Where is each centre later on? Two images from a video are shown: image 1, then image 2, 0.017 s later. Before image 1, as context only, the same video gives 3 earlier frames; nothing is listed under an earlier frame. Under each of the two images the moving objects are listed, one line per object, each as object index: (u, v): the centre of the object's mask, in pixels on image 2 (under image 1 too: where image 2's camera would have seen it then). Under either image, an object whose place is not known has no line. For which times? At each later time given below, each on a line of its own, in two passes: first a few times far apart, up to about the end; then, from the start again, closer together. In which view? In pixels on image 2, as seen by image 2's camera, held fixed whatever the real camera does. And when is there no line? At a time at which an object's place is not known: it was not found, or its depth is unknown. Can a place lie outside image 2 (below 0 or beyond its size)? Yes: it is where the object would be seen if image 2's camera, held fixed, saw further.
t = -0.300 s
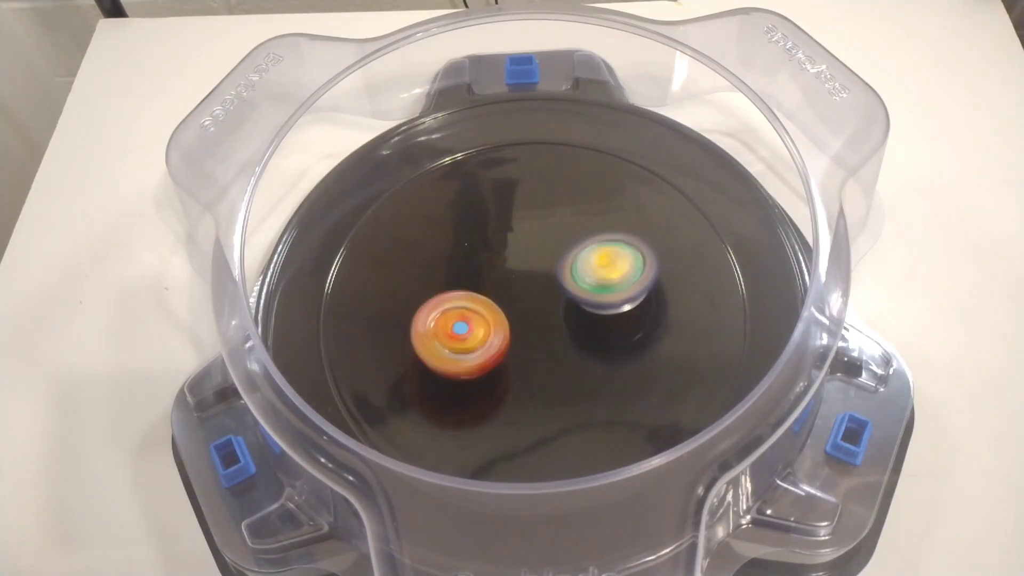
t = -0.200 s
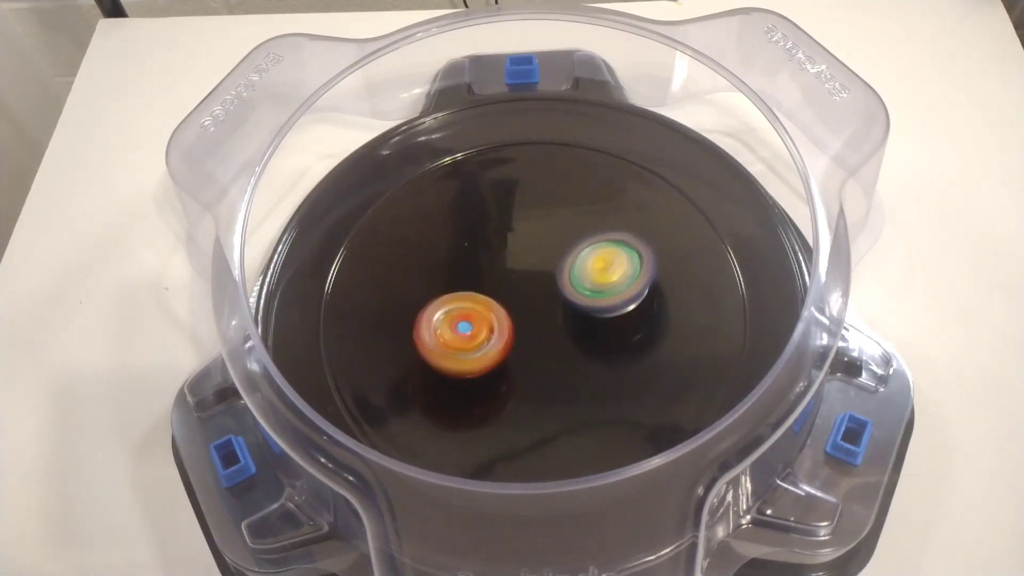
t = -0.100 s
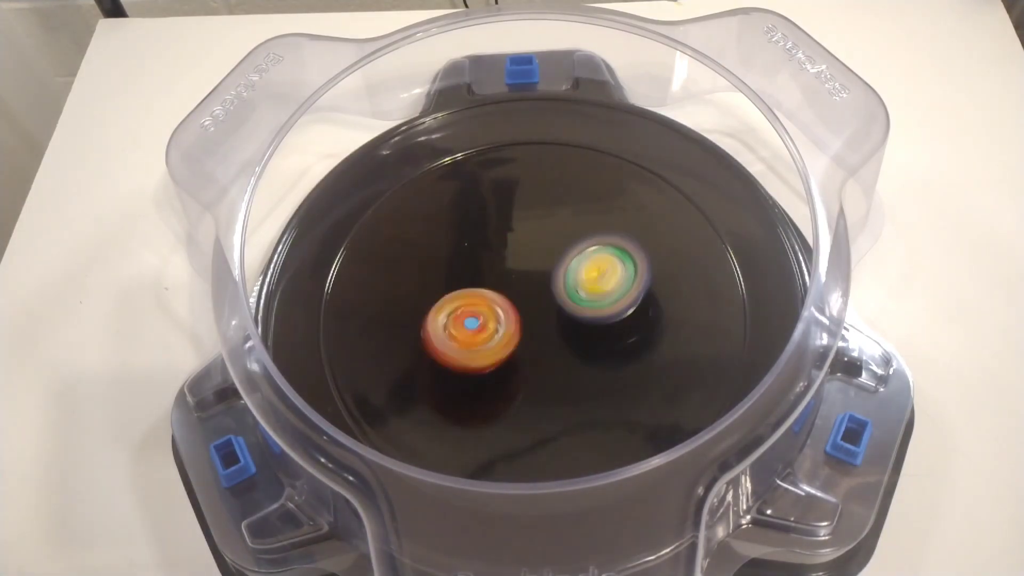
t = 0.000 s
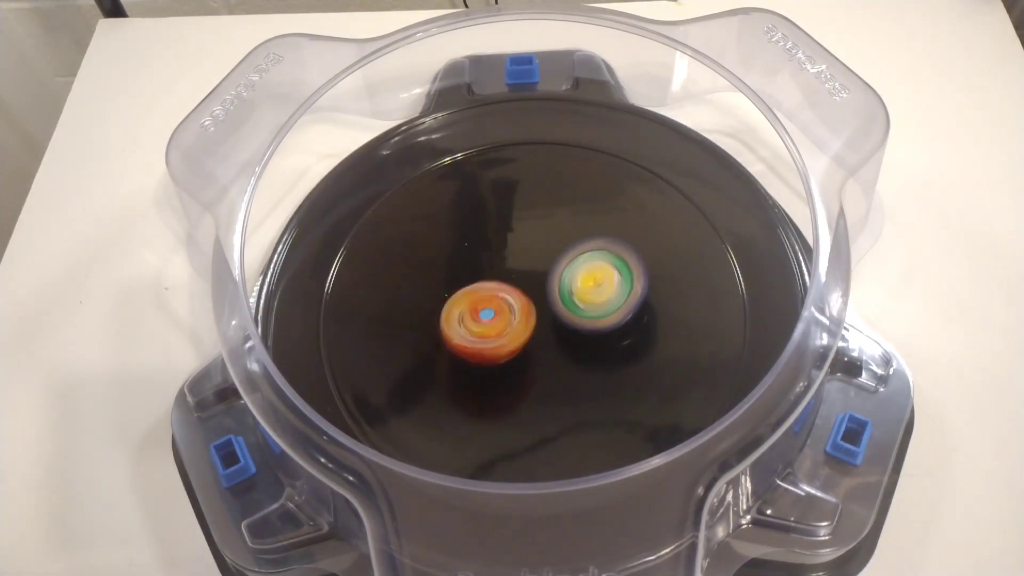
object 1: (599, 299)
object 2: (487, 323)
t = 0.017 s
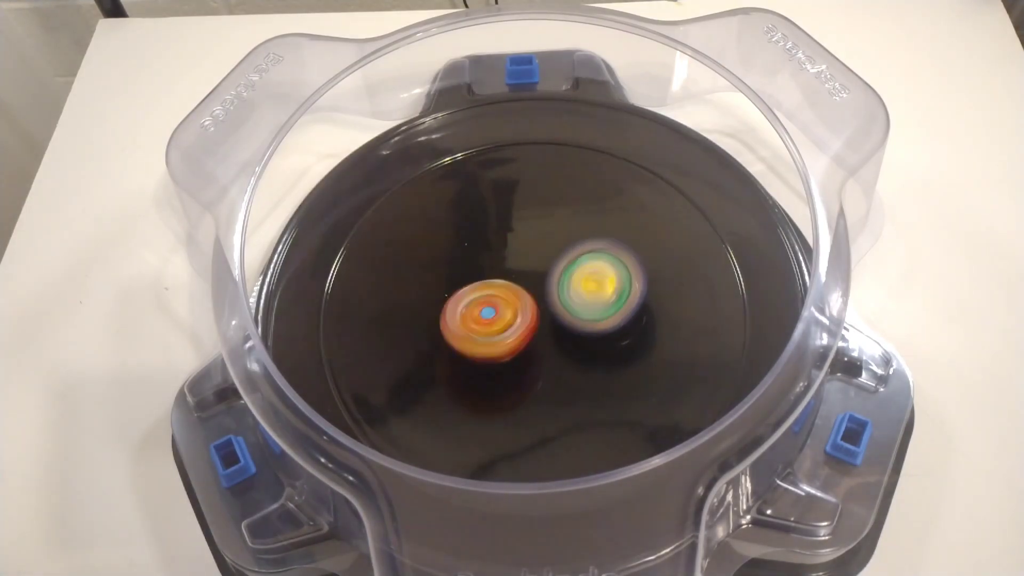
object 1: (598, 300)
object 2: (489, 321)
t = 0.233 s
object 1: (614, 274)
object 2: (449, 340)
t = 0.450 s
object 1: (579, 304)
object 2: (442, 339)
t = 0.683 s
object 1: (554, 312)
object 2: (429, 350)
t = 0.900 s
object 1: (550, 312)
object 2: (450, 333)
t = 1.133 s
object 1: (552, 305)
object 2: (450, 326)
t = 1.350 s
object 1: (550, 287)
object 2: (456, 333)
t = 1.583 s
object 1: (546, 282)
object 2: (485, 349)
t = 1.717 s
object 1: (543, 277)
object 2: (531, 364)
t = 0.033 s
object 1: (597, 301)
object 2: (492, 320)
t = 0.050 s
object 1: (596, 302)
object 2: (495, 318)
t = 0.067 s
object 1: (596, 302)
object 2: (497, 316)
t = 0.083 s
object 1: (596, 304)
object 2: (497, 316)
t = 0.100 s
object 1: (601, 299)
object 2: (490, 320)
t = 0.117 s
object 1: (607, 296)
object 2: (483, 325)
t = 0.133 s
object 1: (611, 291)
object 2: (471, 329)
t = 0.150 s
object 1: (615, 289)
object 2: (466, 332)
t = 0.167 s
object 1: (616, 285)
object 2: (460, 334)
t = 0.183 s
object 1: (617, 273)
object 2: (456, 337)
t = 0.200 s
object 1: (616, 276)
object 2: (453, 339)
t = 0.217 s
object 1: (615, 274)
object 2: (452, 340)
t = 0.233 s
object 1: (614, 274)
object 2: (449, 340)
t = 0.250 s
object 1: (613, 275)
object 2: (449, 340)
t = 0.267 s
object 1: (614, 283)
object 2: (446, 339)
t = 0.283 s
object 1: (613, 283)
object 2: (445, 339)
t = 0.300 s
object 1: (612, 284)
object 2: (443, 338)
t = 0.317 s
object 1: (611, 286)
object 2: (443, 339)
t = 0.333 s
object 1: (608, 282)
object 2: (442, 339)
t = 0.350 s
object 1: (607, 289)
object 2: (441, 339)
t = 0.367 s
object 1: (604, 291)
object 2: (440, 339)
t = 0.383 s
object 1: (600, 293)
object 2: (440, 339)
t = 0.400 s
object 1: (594, 295)
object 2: (441, 340)
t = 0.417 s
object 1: (590, 298)
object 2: (441, 339)
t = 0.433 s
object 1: (584, 300)
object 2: (442, 339)
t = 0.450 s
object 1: (579, 304)
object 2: (442, 339)
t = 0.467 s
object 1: (573, 307)
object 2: (444, 339)
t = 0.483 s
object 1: (566, 311)
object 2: (446, 339)
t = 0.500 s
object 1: (559, 314)
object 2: (447, 338)
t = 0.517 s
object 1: (553, 318)
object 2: (449, 338)
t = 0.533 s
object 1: (548, 320)
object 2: (448, 338)
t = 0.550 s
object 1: (548, 321)
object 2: (443, 342)
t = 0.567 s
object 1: (549, 317)
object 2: (435, 345)
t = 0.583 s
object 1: (552, 316)
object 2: (431, 348)
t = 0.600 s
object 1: (552, 316)
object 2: (428, 350)
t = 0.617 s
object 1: (553, 314)
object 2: (428, 351)
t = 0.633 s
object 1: (554, 313)
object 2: (428, 351)
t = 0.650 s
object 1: (554, 313)
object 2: (429, 351)
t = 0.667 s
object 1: (554, 312)
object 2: (429, 351)
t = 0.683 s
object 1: (554, 312)
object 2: (429, 350)
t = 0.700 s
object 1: (554, 312)
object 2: (430, 350)
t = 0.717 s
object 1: (553, 312)
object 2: (431, 349)
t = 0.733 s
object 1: (553, 311)
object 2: (431, 348)
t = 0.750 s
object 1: (552, 311)
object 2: (432, 347)
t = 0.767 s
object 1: (552, 311)
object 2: (435, 347)
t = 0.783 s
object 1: (552, 311)
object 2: (438, 345)
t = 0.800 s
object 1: (551, 311)
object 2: (440, 343)
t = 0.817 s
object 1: (551, 311)
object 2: (442, 342)
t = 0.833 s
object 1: (551, 312)
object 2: (443, 340)
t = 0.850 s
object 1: (550, 311)
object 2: (445, 338)
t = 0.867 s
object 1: (550, 312)
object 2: (447, 337)
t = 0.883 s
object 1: (550, 312)
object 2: (449, 335)
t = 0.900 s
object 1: (550, 312)
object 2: (450, 333)
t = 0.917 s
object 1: (550, 313)
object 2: (452, 331)
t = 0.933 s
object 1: (550, 313)
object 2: (454, 329)
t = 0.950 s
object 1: (550, 313)
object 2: (455, 326)
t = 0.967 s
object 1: (550, 312)
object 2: (456, 325)
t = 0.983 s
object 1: (549, 312)
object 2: (456, 323)
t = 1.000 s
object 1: (549, 311)
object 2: (455, 322)
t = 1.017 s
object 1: (549, 311)
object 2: (455, 322)
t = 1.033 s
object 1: (549, 311)
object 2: (456, 321)
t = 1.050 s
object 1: (549, 311)
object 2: (455, 321)
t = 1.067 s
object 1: (549, 310)
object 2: (455, 321)
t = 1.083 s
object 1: (550, 309)
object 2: (454, 321)
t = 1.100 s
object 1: (551, 306)
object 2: (450, 325)
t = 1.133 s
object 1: (552, 305)
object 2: (450, 326)
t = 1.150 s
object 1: (552, 303)
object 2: (451, 326)
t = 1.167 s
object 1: (552, 301)
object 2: (452, 326)
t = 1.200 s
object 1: (552, 300)
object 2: (453, 326)
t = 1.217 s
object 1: (551, 299)
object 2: (454, 325)
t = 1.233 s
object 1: (551, 298)
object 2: (455, 325)
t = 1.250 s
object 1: (551, 297)
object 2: (456, 323)
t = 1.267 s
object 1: (550, 296)
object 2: (456, 323)
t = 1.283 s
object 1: (549, 294)
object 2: (459, 322)
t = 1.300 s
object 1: (548, 293)
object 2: (457, 323)
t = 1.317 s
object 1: (549, 290)
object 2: (455, 327)
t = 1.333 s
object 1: (550, 289)
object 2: (455, 330)
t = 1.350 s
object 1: (550, 287)
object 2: (456, 333)
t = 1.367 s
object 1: (550, 286)
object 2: (458, 334)
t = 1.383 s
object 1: (549, 286)
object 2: (459, 335)
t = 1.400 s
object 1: (549, 286)
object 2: (461, 336)
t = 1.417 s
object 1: (548, 286)
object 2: (462, 337)
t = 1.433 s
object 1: (547, 286)
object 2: (464, 336)
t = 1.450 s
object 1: (547, 286)
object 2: (465, 336)
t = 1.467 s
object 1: (546, 286)
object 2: (467, 336)
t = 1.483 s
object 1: (546, 286)
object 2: (468, 335)
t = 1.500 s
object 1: (544, 284)
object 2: (470, 336)
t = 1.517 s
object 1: (545, 283)
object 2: (471, 340)
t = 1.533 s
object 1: (544, 282)
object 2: (473, 343)
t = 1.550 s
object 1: (544, 281)
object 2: (476, 346)
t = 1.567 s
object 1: (544, 281)
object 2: (480, 348)
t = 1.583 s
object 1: (546, 282)
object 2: (485, 349)
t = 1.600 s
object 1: (548, 281)
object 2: (489, 350)
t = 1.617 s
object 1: (546, 277)
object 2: (494, 352)
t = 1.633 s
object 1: (546, 278)
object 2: (499, 353)
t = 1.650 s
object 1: (547, 277)
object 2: (505, 353)
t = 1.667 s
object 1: (547, 276)
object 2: (510, 354)
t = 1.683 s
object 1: (547, 279)
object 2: (516, 357)
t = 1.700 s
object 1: (546, 278)
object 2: (523, 357)
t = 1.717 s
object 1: (543, 277)
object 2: (531, 364)
